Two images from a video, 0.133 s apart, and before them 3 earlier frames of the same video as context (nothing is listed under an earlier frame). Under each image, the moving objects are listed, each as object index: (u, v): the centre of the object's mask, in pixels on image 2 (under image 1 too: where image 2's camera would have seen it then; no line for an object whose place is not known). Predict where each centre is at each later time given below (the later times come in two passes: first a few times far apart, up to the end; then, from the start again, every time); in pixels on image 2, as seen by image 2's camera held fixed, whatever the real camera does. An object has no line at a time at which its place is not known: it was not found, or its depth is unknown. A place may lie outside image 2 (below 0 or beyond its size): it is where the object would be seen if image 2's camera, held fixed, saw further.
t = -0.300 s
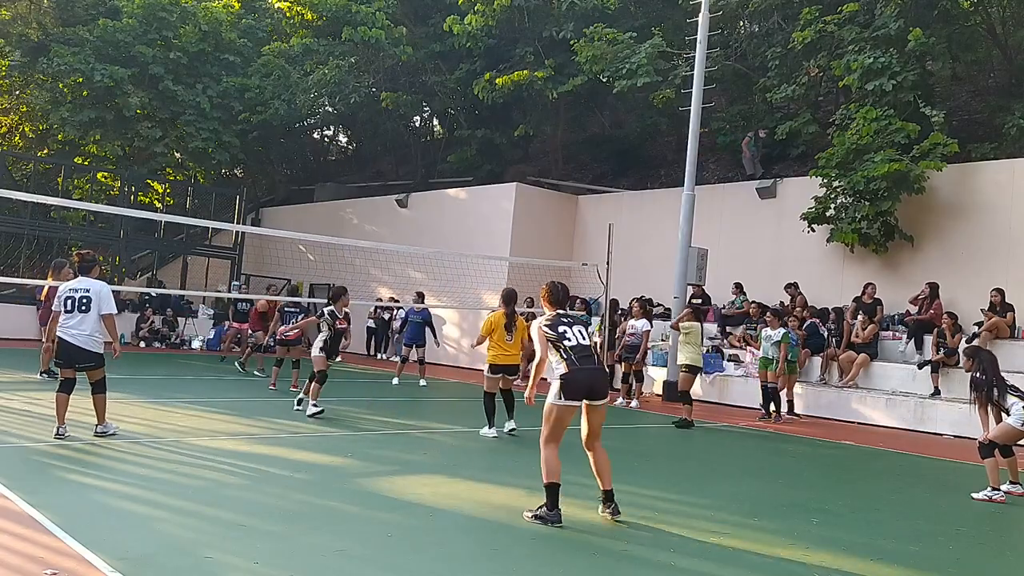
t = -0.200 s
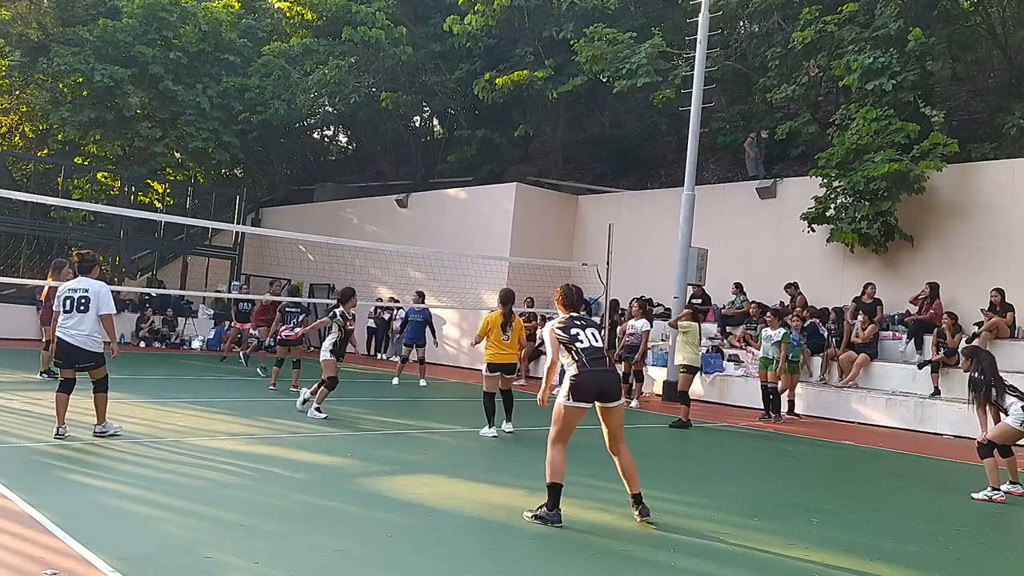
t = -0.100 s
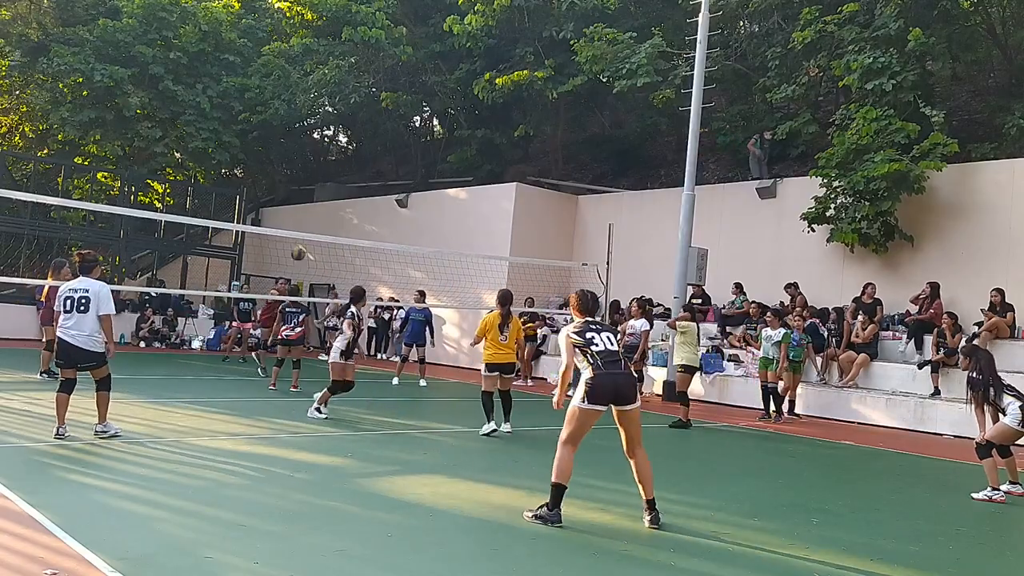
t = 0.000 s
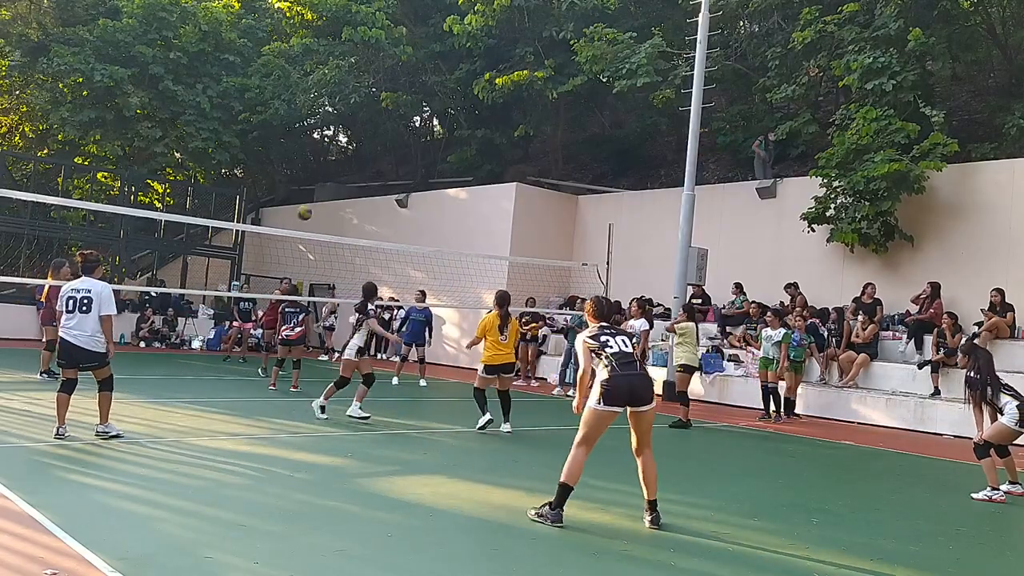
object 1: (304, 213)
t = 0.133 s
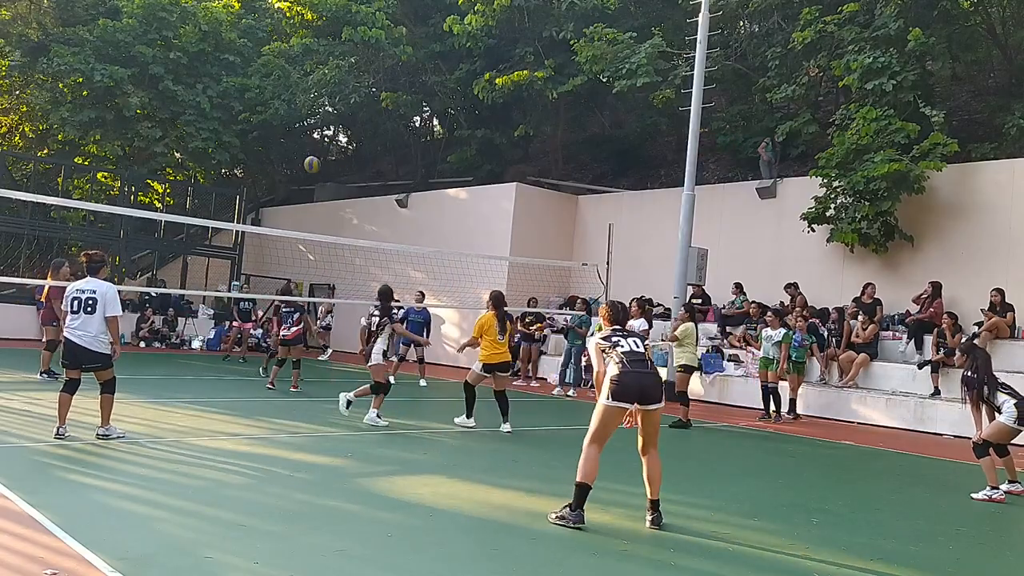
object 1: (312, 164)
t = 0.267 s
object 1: (320, 123)
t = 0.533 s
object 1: (334, 68)
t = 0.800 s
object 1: (345, 66)
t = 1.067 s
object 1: (350, 158)
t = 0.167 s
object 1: (314, 153)
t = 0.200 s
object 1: (316, 143)
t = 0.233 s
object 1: (318, 132)
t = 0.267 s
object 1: (320, 123)
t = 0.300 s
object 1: (322, 114)
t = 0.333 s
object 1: (324, 106)
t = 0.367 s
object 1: (326, 98)
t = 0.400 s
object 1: (328, 91)
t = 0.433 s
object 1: (329, 84)
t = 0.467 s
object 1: (331, 78)
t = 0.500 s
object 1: (332, 72)
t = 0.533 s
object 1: (334, 68)
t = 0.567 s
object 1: (336, 65)
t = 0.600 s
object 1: (338, 63)
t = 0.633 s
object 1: (339, 61)
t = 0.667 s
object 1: (341, 60)
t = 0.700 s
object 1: (342, 60)
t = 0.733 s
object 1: (343, 61)
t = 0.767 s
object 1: (344, 63)
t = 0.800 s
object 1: (345, 66)
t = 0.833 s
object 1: (345, 72)
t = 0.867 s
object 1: (346, 78)
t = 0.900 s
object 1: (347, 86)
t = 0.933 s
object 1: (348, 97)
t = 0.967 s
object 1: (348, 109)
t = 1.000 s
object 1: (349, 123)
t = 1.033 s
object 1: (350, 139)
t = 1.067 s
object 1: (350, 158)
